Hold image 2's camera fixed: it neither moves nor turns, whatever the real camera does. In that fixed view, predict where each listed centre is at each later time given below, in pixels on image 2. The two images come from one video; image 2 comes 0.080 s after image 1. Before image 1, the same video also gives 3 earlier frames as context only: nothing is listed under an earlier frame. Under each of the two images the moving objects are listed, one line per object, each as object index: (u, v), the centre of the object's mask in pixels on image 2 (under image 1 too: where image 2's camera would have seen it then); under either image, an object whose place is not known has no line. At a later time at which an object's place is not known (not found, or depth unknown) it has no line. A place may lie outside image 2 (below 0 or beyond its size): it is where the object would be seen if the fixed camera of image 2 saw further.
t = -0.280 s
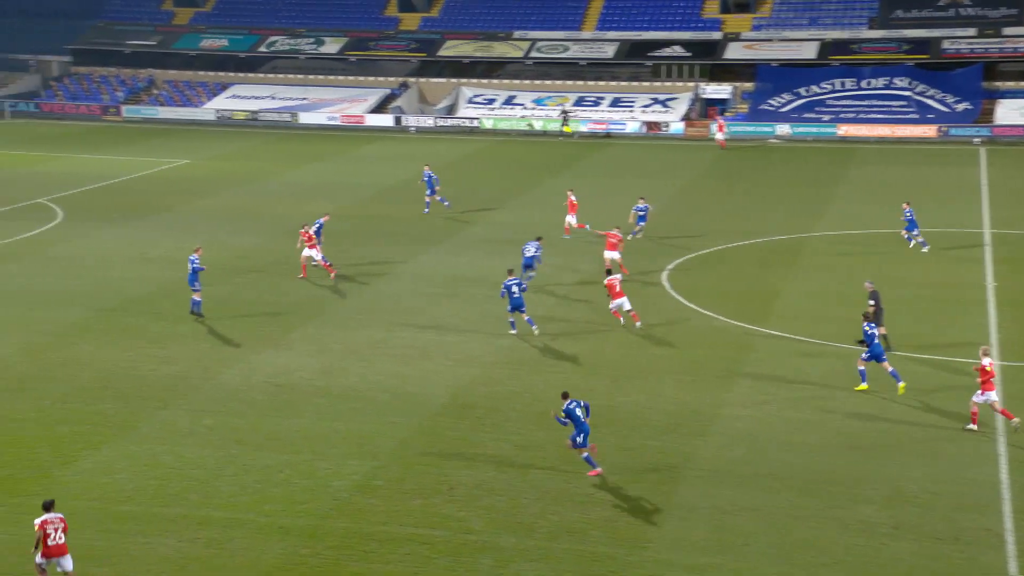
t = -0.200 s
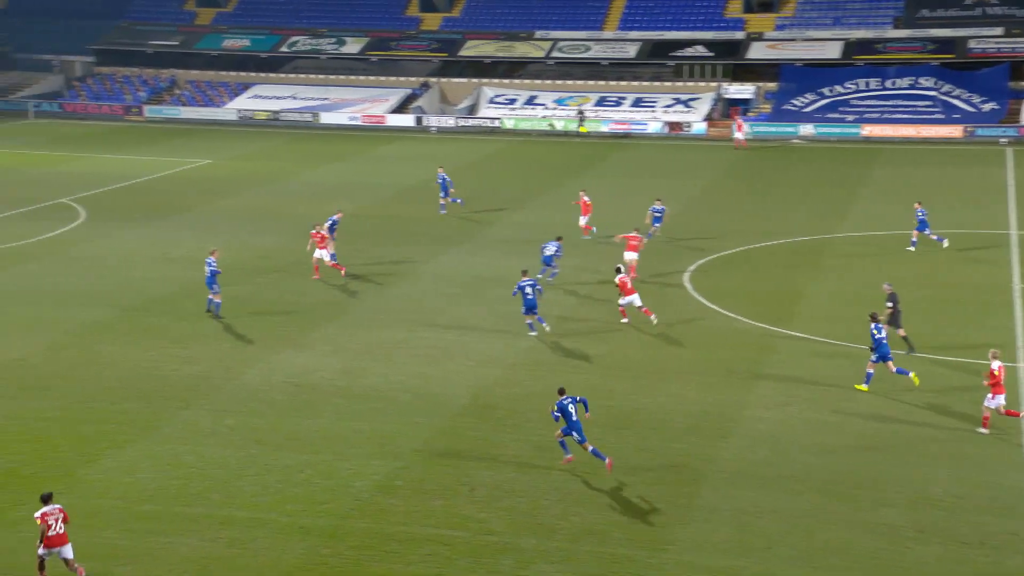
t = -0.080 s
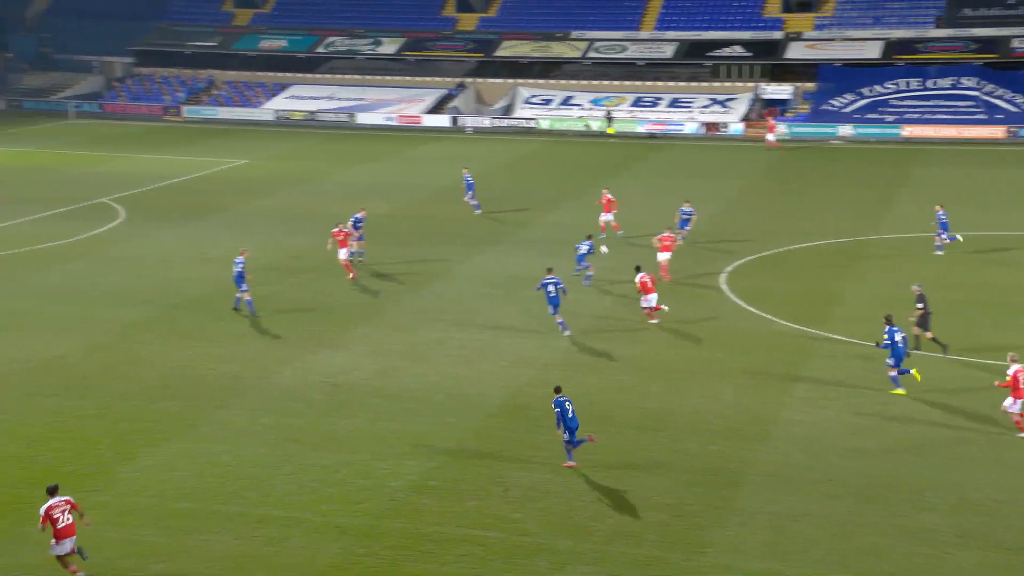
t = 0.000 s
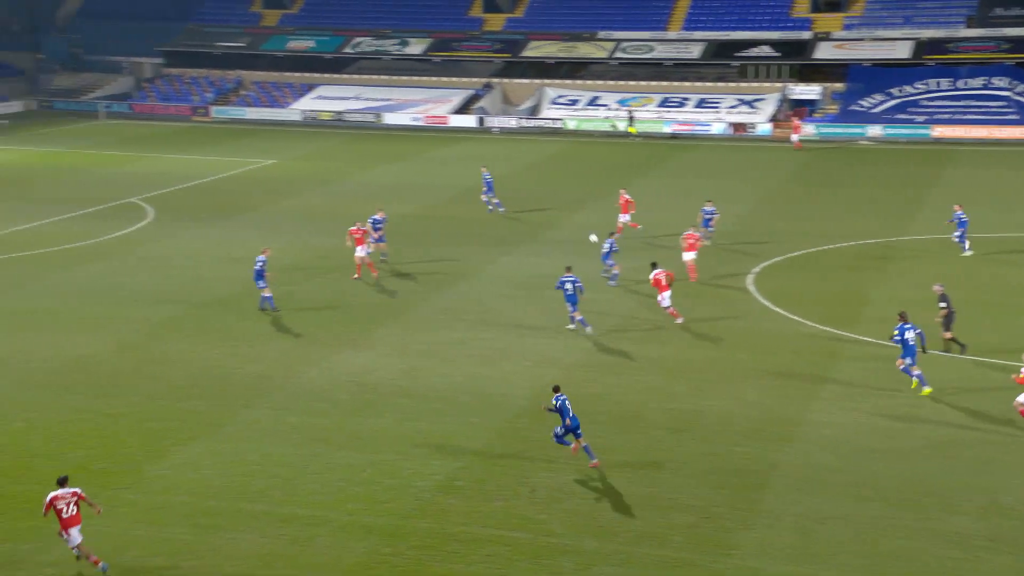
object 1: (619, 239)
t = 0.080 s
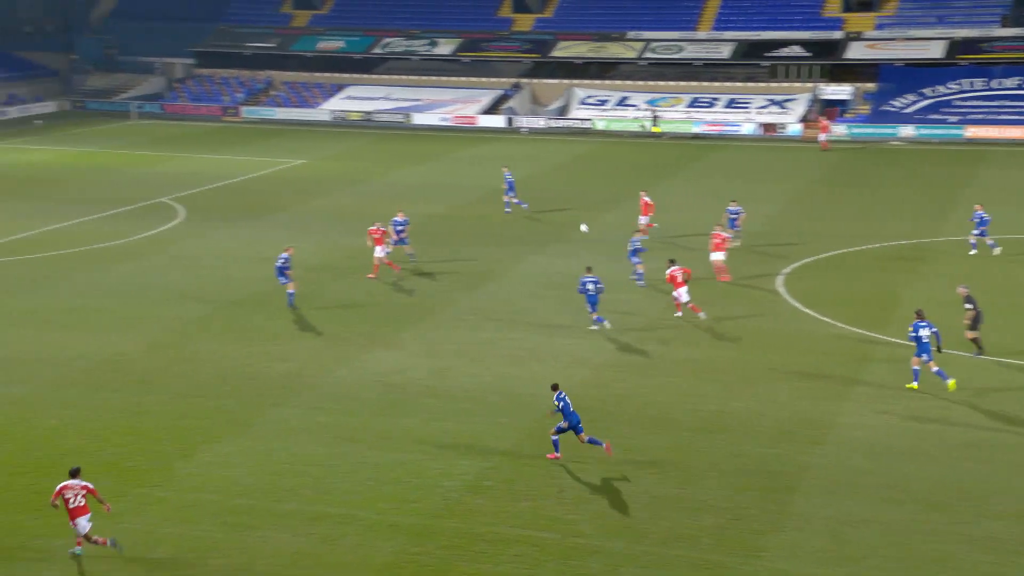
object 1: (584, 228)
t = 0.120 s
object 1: (566, 223)
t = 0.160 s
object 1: (548, 219)
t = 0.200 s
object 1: (530, 215)
